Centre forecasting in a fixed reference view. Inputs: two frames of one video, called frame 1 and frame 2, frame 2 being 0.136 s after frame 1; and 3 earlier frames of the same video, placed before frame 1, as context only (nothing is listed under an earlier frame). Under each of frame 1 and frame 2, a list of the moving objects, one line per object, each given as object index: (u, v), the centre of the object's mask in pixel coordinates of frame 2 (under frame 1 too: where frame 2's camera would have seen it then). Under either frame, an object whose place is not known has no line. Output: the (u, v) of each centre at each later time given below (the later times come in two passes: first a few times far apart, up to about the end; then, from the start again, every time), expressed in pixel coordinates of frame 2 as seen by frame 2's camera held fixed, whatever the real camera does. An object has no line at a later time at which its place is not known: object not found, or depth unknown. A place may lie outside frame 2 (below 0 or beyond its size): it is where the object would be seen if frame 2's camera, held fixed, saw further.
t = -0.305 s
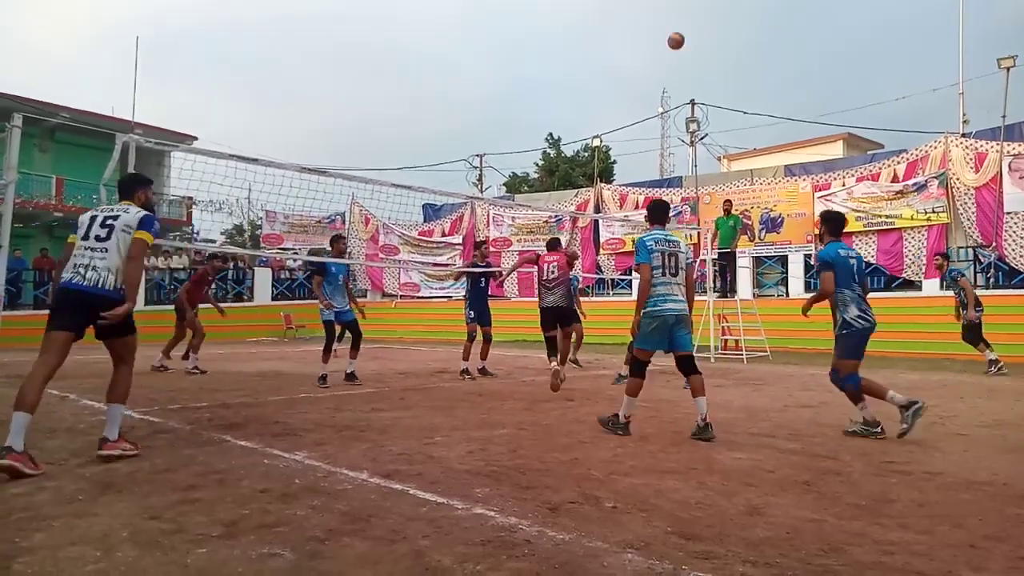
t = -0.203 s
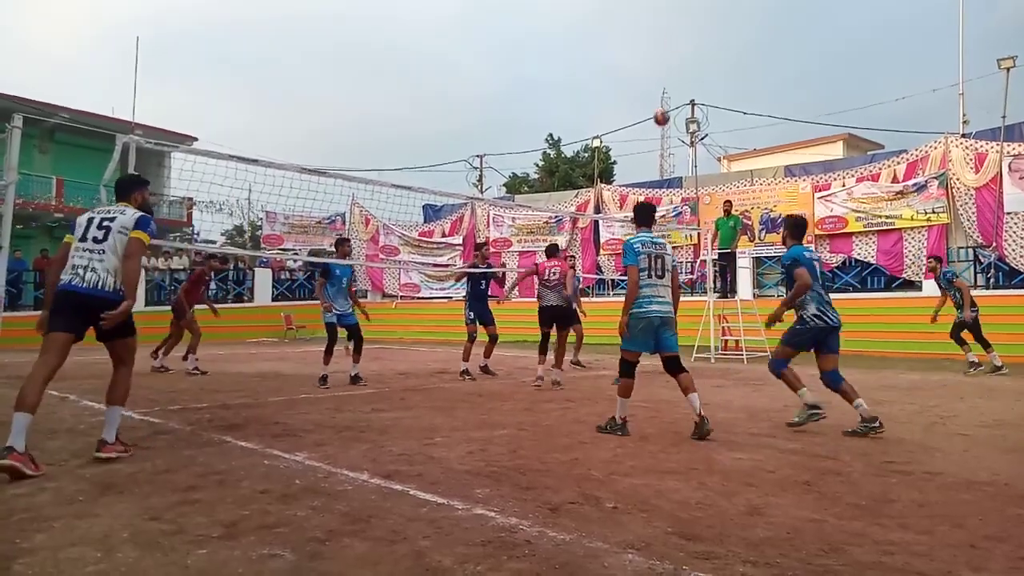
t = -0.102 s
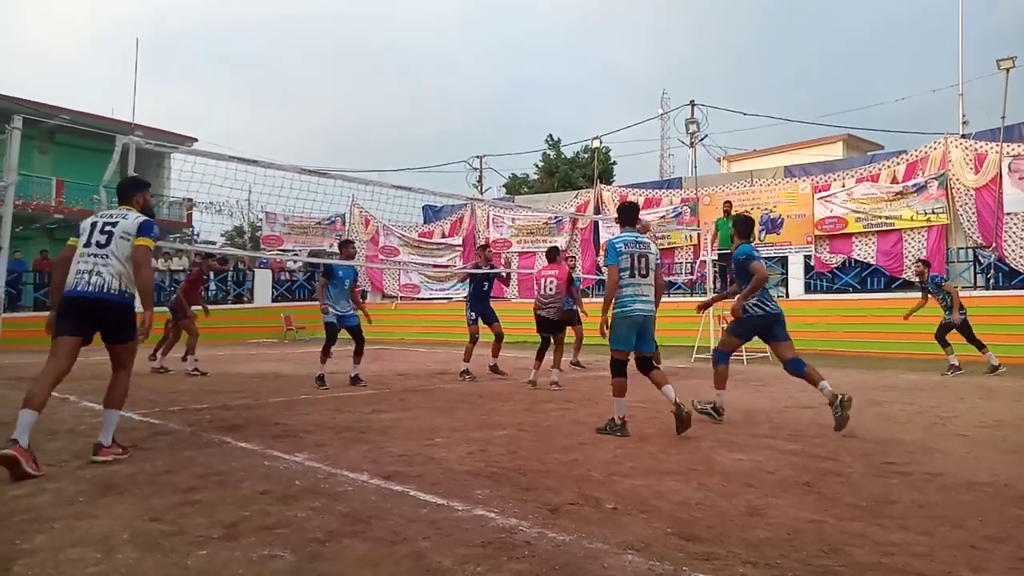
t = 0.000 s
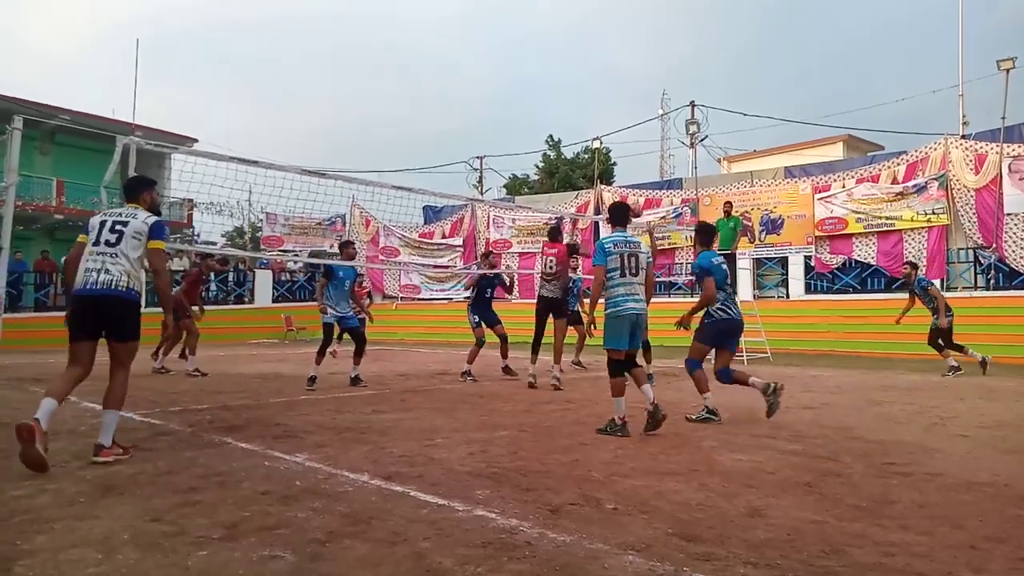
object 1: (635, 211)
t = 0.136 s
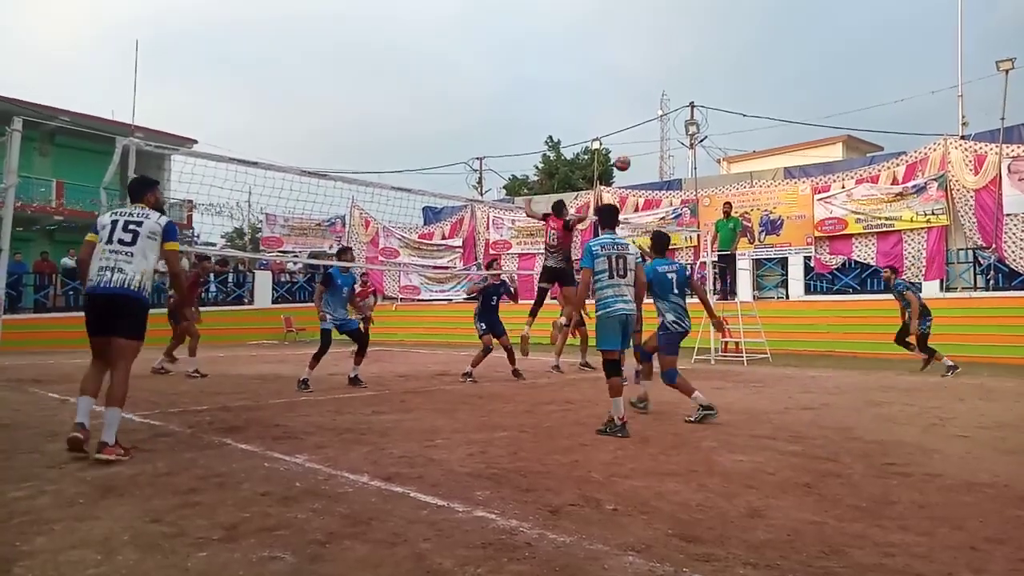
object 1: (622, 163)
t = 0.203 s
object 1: (616, 144)
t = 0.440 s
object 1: (593, 102)
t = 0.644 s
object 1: (573, 99)
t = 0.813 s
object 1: (555, 121)
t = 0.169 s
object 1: (619, 153)
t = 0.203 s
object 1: (616, 144)
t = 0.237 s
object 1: (613, 135)
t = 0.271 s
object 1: (610, 128)
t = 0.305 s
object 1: (606, 121)
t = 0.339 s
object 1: (603, 115)
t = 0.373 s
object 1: (600, 110)
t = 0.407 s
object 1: (597, 105)
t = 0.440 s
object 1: (593, 102)
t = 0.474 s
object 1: (590, 99)
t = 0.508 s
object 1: (586, 98)
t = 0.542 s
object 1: (583, 97)
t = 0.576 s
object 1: (580, 96)
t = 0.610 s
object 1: (576, 97)
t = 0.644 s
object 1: (573, 99)
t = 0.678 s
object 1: (570, 102)
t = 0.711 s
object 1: (566, 105)
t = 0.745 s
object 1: (562, 110)
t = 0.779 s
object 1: (559, 115)
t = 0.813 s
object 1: (555, 121)
